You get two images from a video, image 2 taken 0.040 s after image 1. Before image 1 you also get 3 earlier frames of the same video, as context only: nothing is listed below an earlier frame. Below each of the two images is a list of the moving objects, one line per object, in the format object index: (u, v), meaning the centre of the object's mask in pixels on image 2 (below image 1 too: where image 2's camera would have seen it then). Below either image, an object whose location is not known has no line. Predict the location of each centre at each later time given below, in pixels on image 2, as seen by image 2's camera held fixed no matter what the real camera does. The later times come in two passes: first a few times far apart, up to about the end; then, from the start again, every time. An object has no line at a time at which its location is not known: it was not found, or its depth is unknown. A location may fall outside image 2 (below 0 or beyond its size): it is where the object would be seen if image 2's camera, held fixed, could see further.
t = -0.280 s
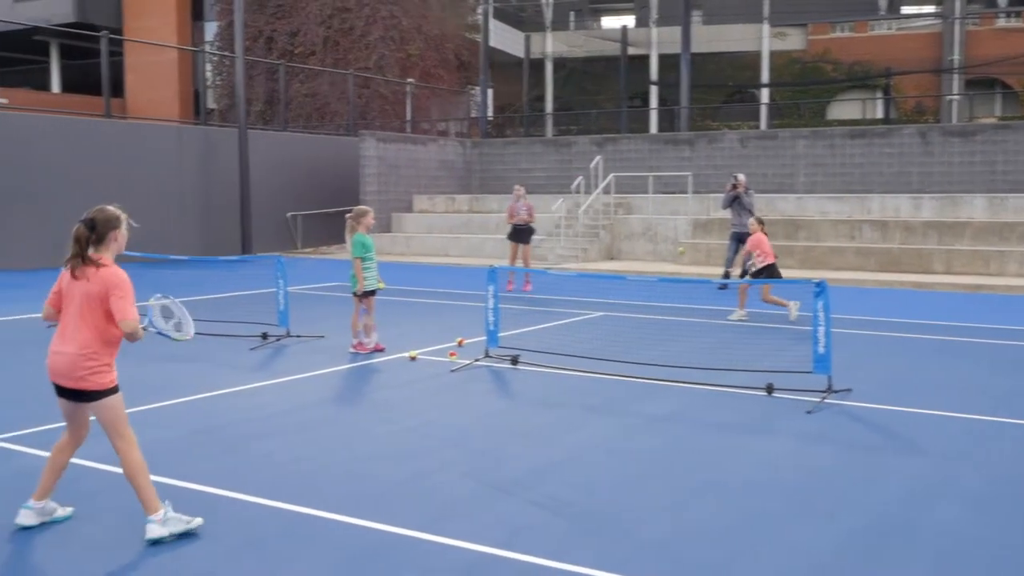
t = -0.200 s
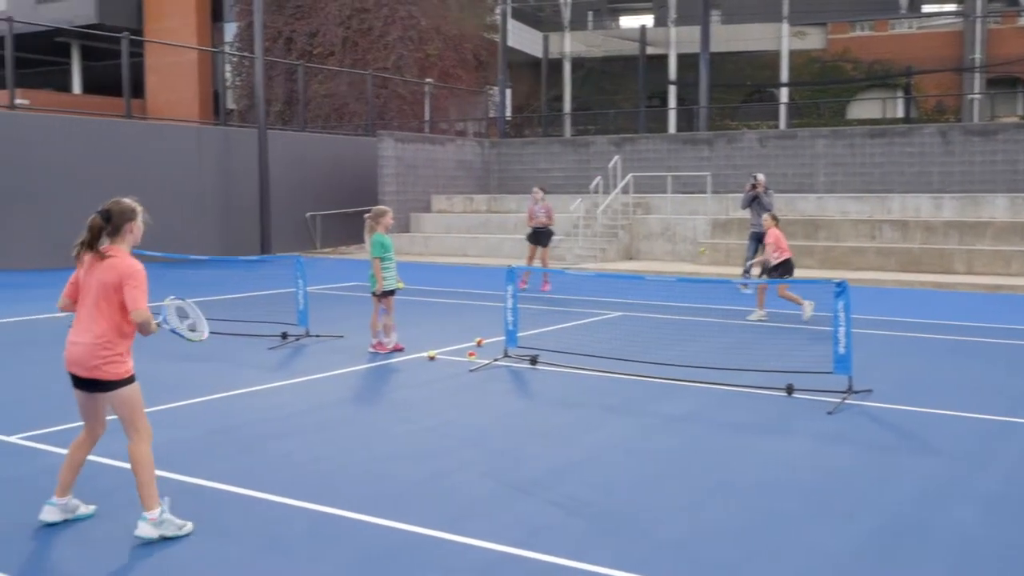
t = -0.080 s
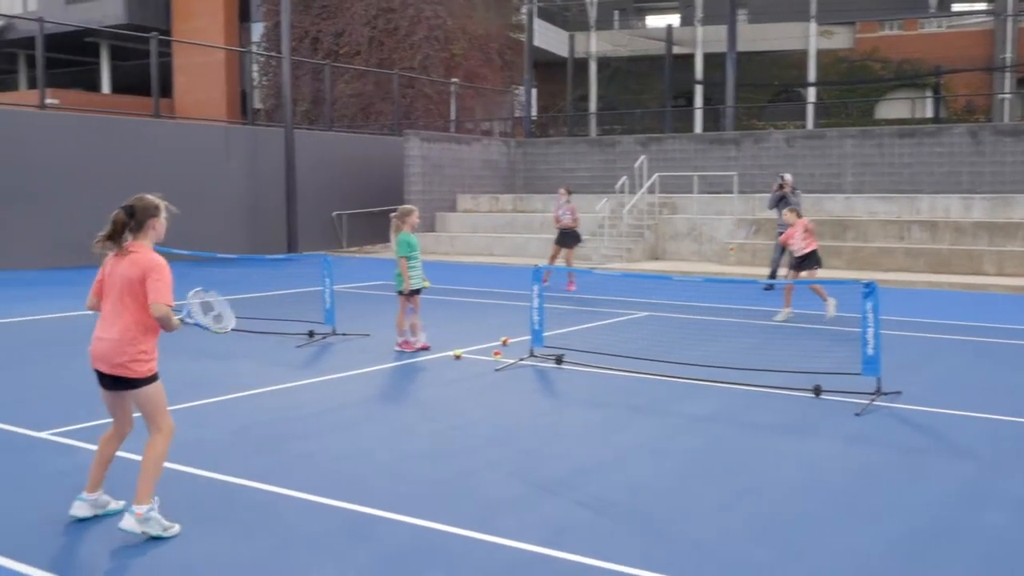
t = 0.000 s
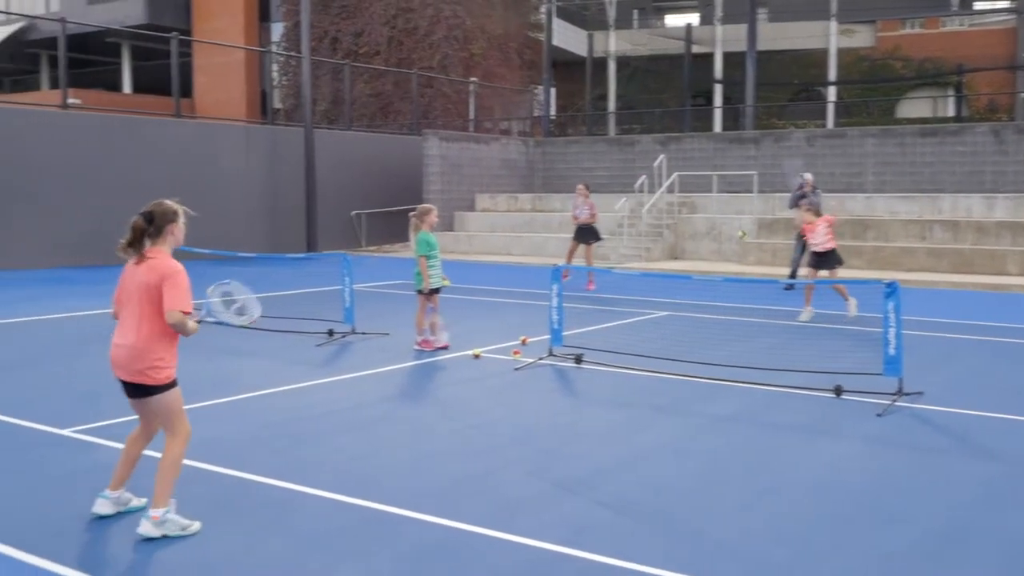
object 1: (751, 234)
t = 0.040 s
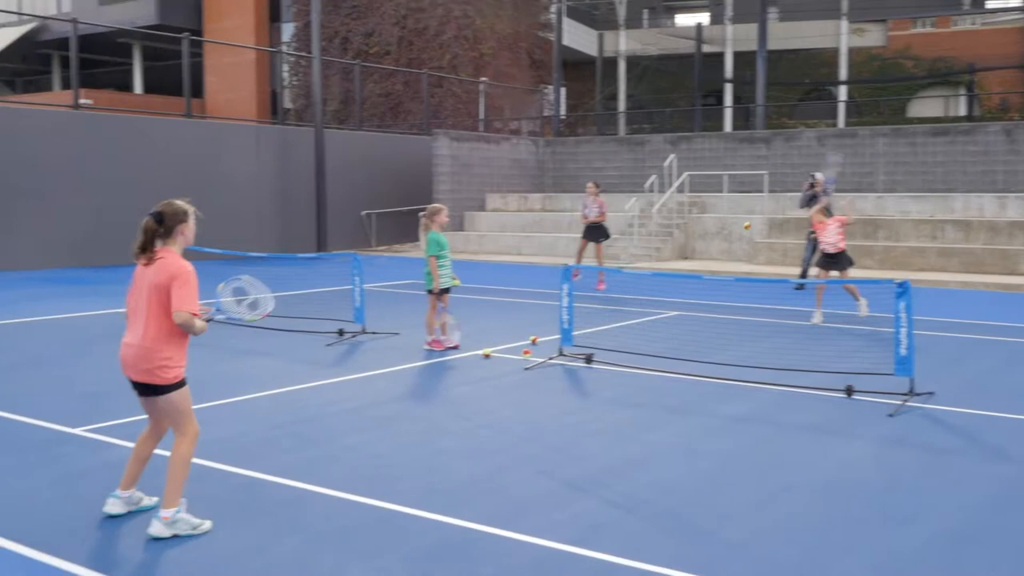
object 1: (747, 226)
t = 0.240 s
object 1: (717, 220)
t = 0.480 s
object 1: (654, 299)
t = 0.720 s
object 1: (538, 509)
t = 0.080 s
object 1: (742, 222)
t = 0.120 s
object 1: (736, 218)
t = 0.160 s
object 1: (730, 216)
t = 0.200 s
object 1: (725, 217)
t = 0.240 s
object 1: (717, 220)
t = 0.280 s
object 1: (709, 225)
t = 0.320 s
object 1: (701, 231)
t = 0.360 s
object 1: (692, 243)
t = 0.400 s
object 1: (681, 257)
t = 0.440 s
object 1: (667, 276)
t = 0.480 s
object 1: (654, 299)
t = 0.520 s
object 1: (638, 329)
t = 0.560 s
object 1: (621, 362)
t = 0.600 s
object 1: (602, 407)
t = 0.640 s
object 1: (579, 458)
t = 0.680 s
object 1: (555, 522)
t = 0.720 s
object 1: (538, 509)
